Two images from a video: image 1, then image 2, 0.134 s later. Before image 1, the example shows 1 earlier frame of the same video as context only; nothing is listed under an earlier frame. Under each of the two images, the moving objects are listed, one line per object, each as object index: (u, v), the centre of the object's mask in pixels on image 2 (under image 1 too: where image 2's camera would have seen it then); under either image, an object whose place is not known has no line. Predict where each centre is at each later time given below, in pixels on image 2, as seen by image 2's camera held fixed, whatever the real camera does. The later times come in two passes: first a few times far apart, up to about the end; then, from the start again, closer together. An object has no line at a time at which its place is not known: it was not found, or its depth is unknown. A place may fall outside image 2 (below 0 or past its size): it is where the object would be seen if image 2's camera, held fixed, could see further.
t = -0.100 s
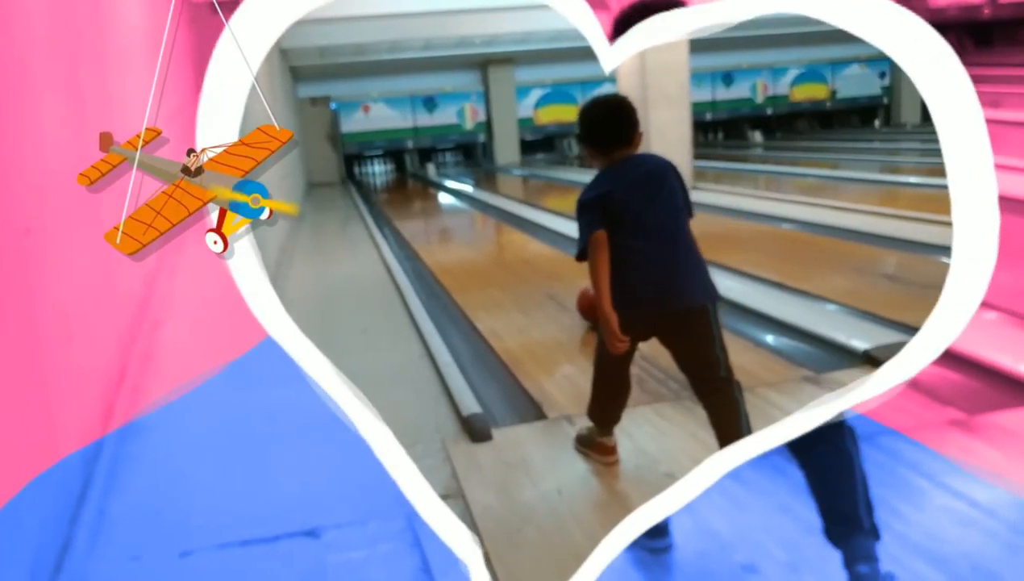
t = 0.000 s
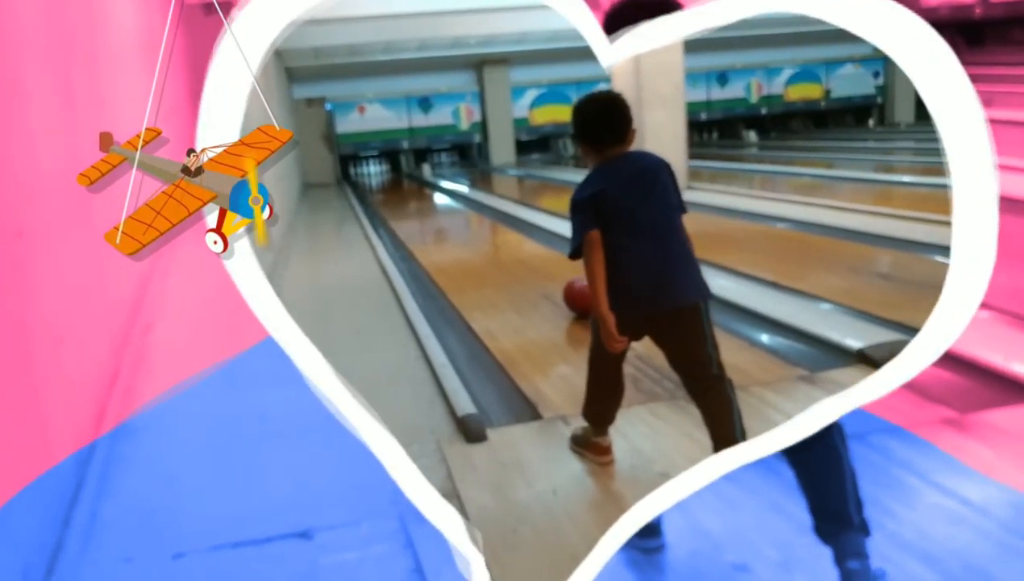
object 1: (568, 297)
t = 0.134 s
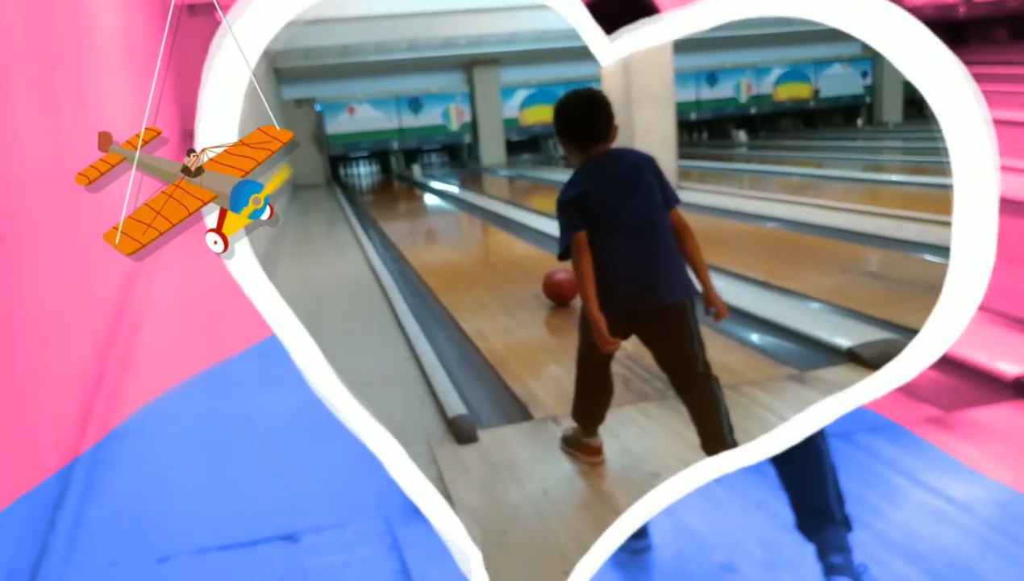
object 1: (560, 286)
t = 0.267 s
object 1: (550, 277)
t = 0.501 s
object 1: (534, 264)
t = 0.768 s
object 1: (517, 252)
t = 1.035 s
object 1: (504, 242)
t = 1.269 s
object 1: (493, 235)
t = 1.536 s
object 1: (483, 228)
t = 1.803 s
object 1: (475, 222)
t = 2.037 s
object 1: (468, 218)
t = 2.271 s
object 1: (462, 213)
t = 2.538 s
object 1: (456, 210)
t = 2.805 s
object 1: (450, 206)
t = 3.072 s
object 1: (445, 204)
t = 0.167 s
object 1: (558, 284)
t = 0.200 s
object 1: (555, 281)
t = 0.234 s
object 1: (553, 279)
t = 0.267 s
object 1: (550, 277)
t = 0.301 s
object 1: (548, 275)
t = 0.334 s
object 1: (546, 273)
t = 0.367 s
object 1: (543, 271)
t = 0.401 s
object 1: (541, 269)
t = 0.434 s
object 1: (539, 268)
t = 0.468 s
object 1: (536, 266)
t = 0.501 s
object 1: (534, 264)
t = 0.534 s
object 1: (532, 263)
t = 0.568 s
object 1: (530, 261)
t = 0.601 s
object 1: (528, 259)
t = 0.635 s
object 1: (526, 258)
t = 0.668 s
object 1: (524, 256)
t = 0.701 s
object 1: (522, 255)
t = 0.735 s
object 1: (520, 253)
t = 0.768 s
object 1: (517, 252)
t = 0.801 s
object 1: (516, 251)
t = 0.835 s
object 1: (514, 249)
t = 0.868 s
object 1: (512, 248)
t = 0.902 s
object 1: (511, 247)
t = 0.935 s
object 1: (509, 245)
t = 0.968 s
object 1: (507, 245)
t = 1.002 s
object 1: (506, 243)
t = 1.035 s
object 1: (504, 242)
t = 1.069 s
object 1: (502, 241)
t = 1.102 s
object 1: (501, 240)
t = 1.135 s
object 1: (499, 239)
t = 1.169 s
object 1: (497, 237)
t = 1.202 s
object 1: (496, 237)
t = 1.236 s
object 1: (494, 236)
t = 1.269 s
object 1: (493, 235)
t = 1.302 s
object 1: (492, 234)
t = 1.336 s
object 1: (490, 233)
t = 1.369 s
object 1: (489, 233)
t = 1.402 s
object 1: (488, 231)
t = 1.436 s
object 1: (487, 230)
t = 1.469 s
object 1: (486, 229)
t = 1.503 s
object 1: (485, 228)
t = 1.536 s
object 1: (483, 228)
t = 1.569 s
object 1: (482, 227)
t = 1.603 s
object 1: (481, 226)
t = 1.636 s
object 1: (480, 226)
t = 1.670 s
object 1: (479, 225)
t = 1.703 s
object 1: (478, 224)
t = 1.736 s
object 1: (477, 223)
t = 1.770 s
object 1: (476, 223)
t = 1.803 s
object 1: (475, 222)
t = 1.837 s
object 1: (474, 221)
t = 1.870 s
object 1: (473, 220)
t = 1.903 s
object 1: (472, 220)
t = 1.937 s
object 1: (471, 219)
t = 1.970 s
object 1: (471, 219)
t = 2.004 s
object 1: (469, 218)
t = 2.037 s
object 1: (468, 218)
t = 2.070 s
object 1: (468, 217)
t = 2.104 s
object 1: (467, 216)
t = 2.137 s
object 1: (466, 215)
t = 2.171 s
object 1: (465, 215)
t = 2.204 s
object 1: (464, 215)
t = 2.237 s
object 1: (463, 214)
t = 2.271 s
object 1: (462, 213)
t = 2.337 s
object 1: (461, 212)
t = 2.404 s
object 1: (459, 212)
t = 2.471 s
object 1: (458, 210)
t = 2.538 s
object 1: (456, 210)
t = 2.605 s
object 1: (454, 209)
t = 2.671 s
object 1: (453, 208)
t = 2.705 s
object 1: (452, 207)
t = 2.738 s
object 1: (451, 207)
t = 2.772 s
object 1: (450, 207)
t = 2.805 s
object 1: (450, 206)
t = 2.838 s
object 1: (449, 206)
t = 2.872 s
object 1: (448, 206)
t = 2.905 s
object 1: (448, 205)
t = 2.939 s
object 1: (447, 205)
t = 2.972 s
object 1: (446, 205)
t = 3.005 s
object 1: (446, 205)
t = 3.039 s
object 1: (446, 204)
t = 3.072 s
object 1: (445, 204)
